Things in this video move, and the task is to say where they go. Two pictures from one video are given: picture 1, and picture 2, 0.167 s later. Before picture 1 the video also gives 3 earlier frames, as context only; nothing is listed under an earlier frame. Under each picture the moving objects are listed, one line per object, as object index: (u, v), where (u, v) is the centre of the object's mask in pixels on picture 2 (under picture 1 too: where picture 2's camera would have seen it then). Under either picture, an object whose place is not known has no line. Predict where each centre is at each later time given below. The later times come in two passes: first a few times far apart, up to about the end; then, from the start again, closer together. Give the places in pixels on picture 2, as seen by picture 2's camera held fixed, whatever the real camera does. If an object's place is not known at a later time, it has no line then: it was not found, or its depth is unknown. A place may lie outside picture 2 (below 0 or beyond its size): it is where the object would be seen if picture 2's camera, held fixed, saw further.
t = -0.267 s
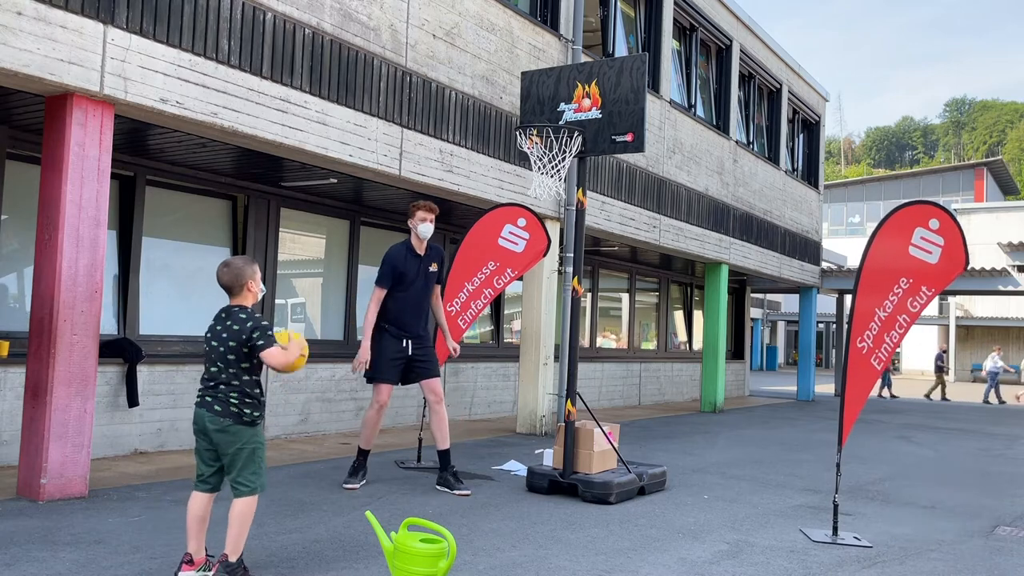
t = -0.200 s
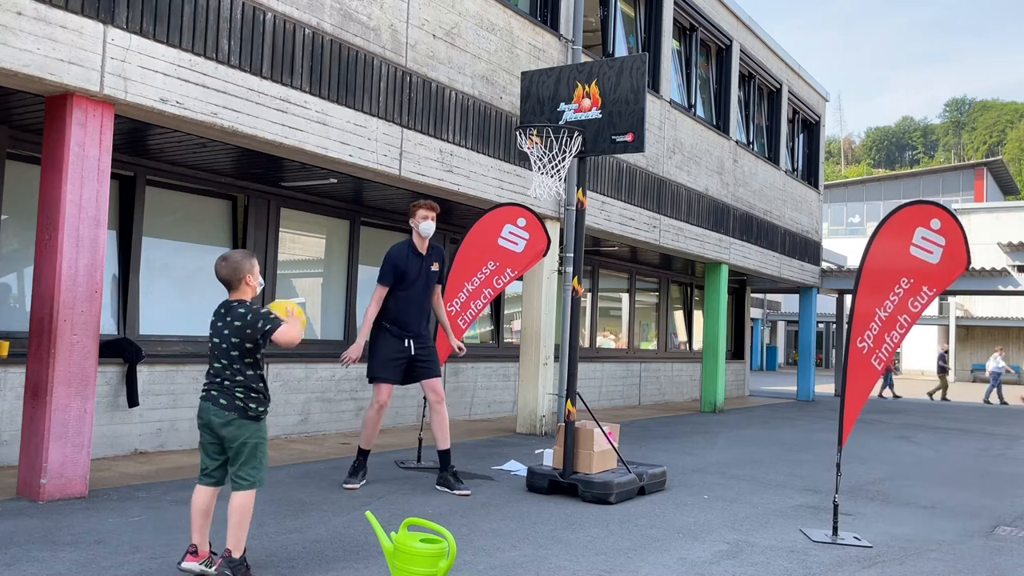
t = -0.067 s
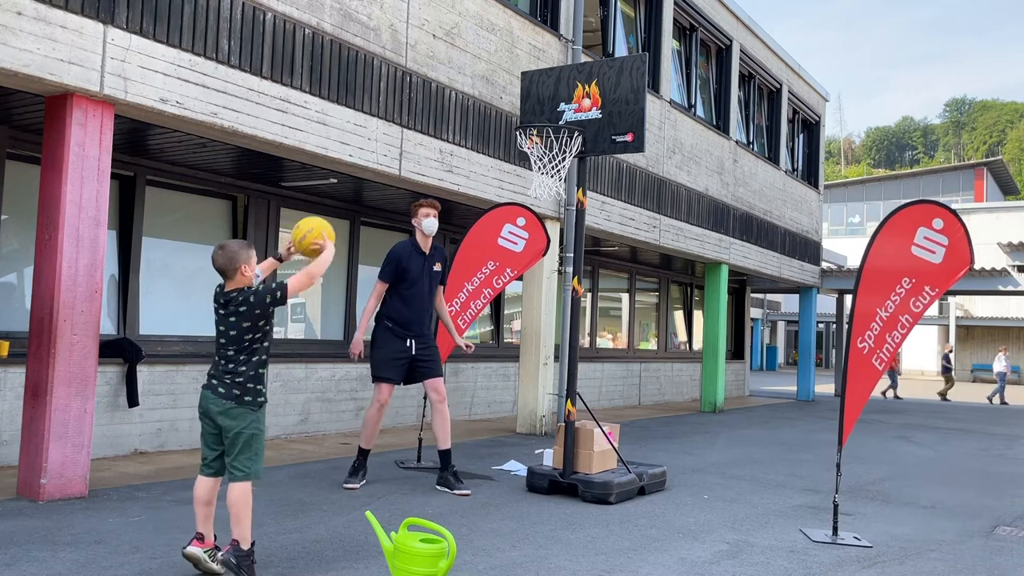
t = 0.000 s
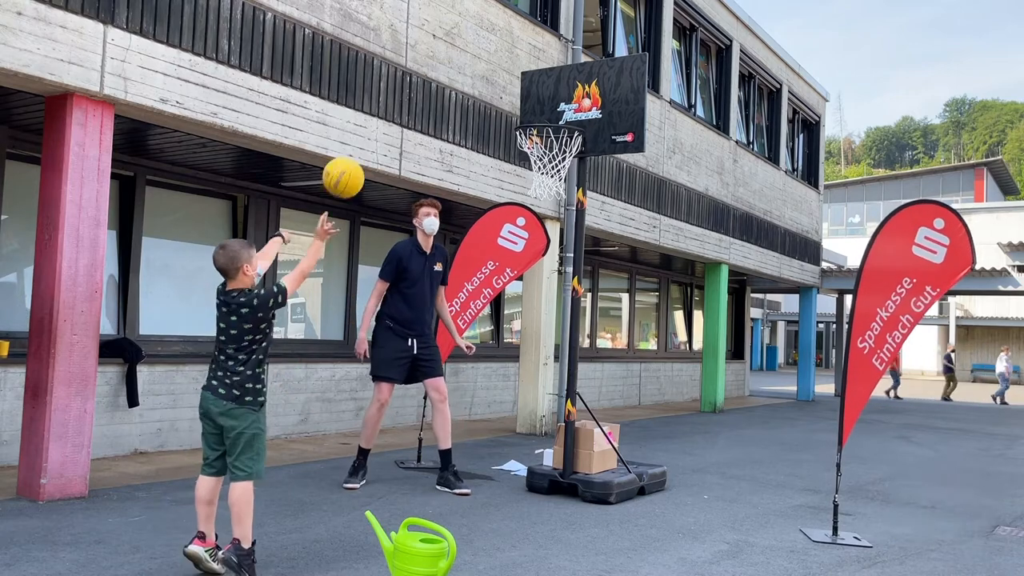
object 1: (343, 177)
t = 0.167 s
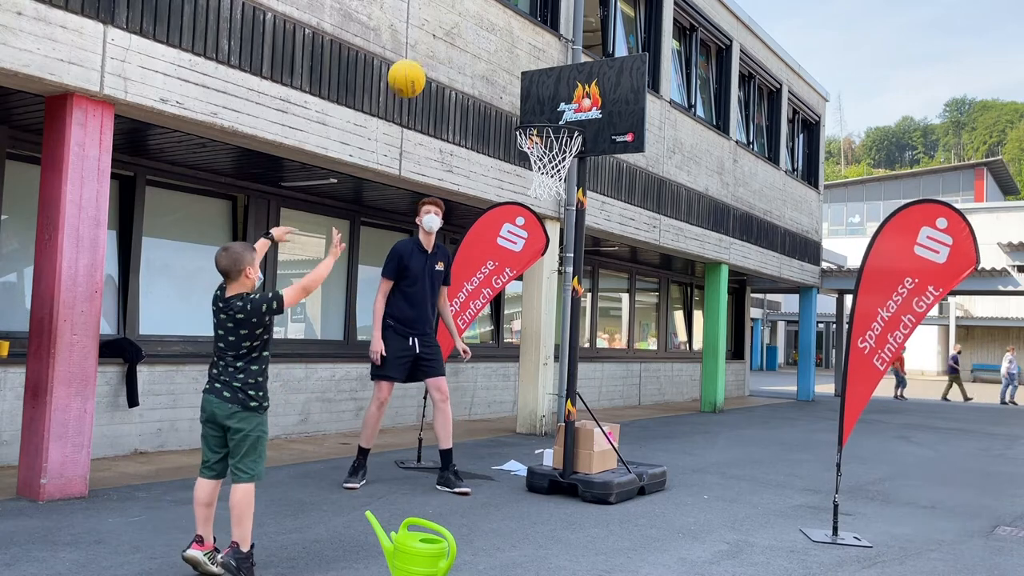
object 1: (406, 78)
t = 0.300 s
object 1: (447, 43)
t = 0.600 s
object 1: (517, 69)
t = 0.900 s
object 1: (558, 178)
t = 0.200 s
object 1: (418, 66)
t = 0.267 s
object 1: (438, 48)
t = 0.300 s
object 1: (447, 43)
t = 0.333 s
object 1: (456, 39)
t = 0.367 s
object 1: (465, 37)
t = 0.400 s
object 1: (473, 37)
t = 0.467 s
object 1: (489, 42)
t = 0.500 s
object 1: (496, 46)
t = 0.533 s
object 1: (504, 52)
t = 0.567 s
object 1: (510, 60)
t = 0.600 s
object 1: (517, 69)
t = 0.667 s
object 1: (530, 92)
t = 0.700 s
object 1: (536, 105)
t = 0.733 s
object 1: (542, 119)
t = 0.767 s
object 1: (548, 135)
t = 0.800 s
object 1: (550, 144)
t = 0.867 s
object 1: (556, 167)
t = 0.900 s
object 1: (558, 178)
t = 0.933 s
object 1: (558, 186)
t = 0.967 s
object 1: (558, 194)
